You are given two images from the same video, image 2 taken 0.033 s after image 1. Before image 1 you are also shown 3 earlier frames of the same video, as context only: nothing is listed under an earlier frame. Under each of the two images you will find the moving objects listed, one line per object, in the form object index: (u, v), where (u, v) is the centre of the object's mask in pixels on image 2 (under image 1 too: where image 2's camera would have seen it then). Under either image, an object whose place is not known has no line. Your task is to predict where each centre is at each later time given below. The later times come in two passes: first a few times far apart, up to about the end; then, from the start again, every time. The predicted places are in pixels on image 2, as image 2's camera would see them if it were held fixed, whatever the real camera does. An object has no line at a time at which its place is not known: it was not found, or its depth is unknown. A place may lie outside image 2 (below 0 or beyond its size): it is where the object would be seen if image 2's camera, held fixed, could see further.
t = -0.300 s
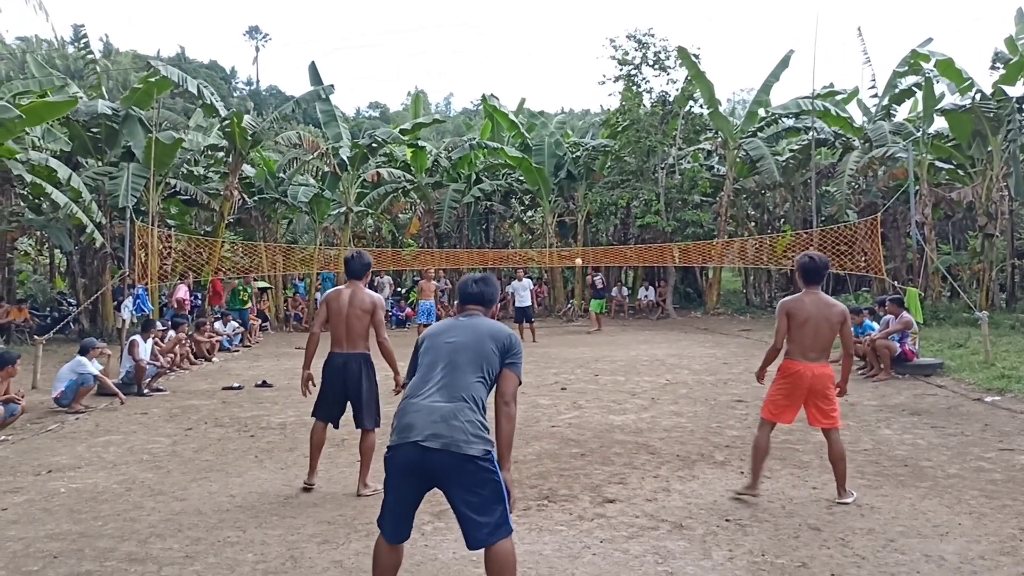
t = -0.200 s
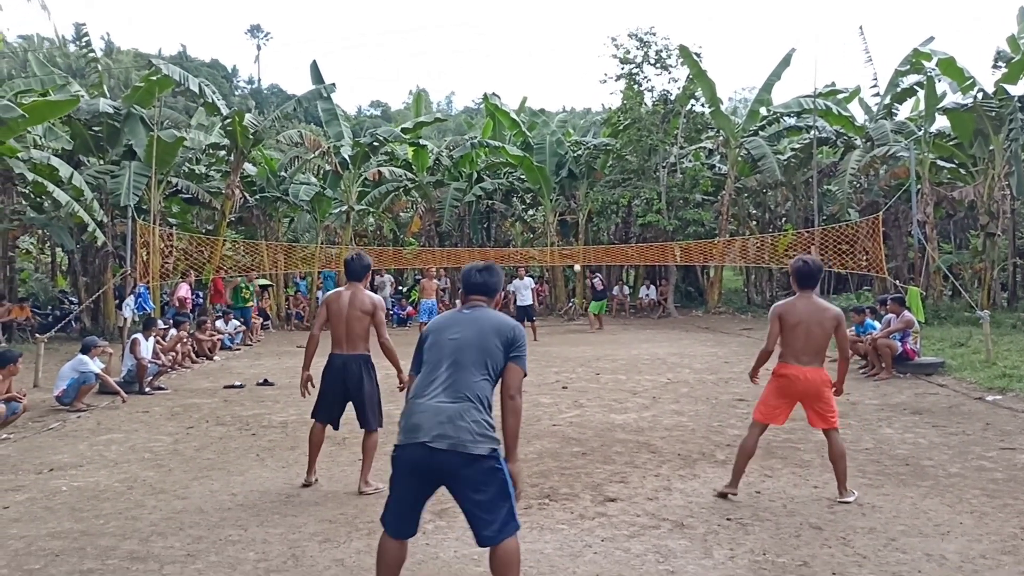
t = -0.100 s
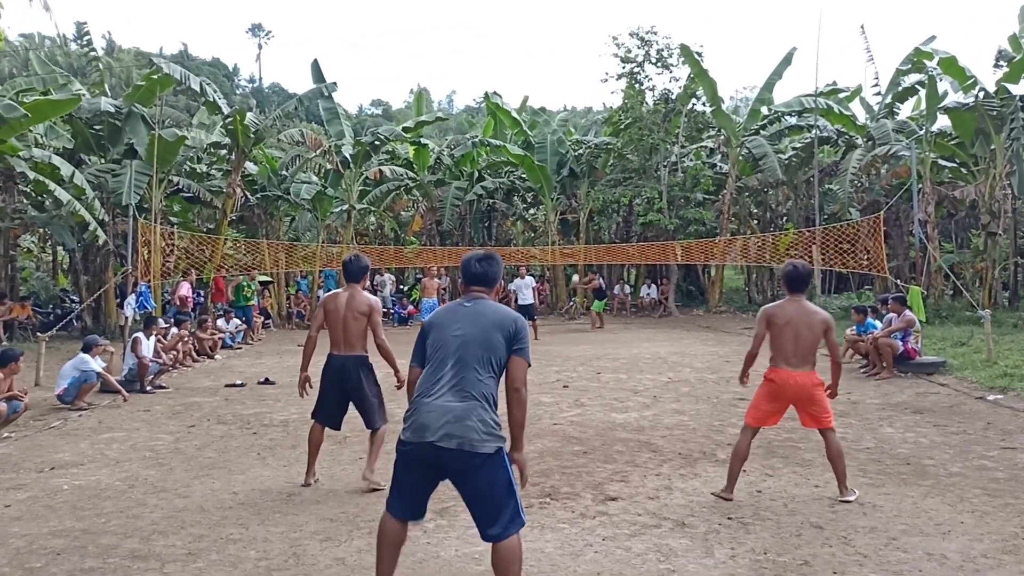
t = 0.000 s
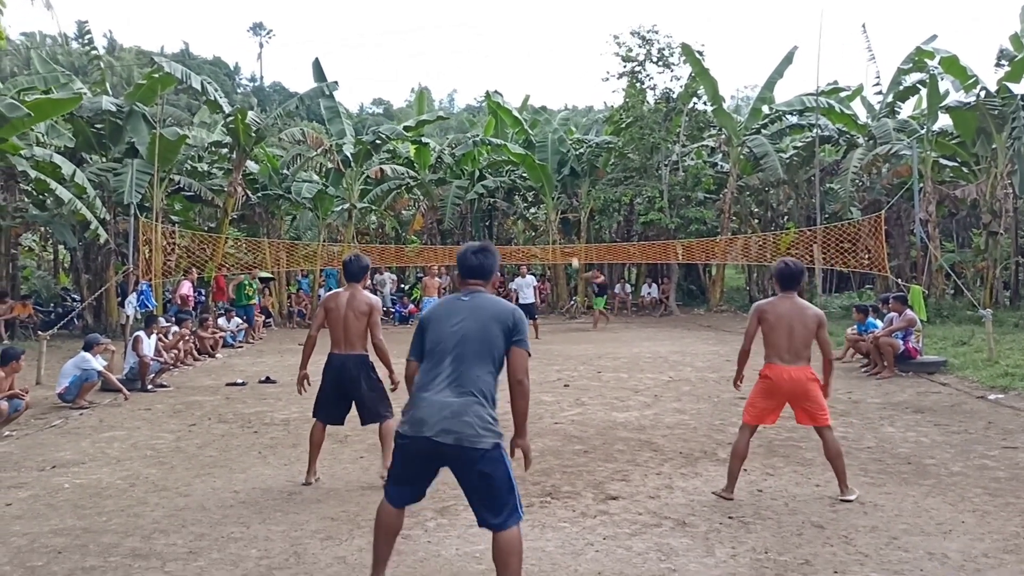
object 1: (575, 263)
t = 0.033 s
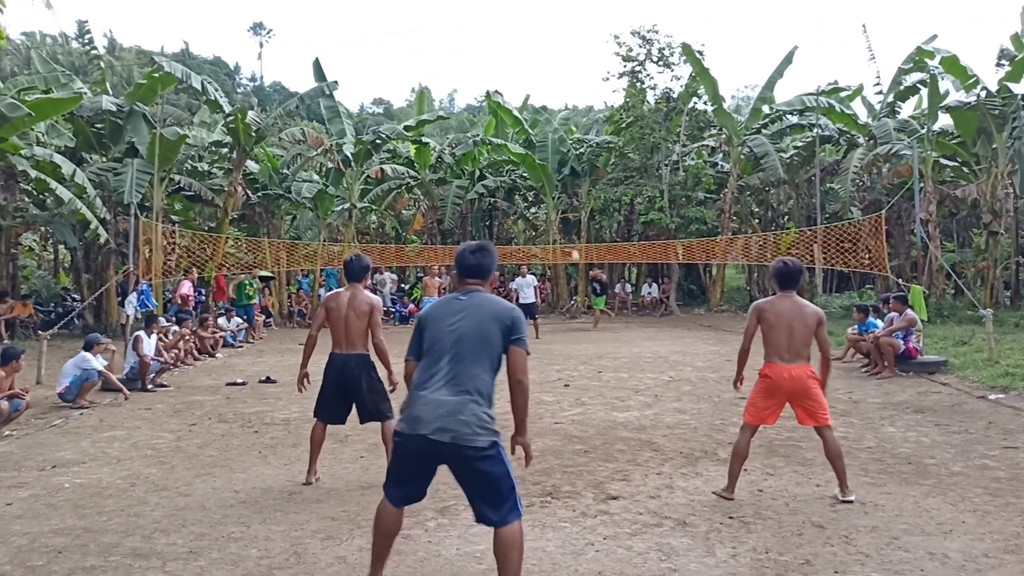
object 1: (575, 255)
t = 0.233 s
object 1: (572, 218)
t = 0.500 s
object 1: (562, 175)
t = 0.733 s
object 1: (559, 158)
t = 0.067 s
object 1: (576, 248)
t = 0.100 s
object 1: (575, 241)
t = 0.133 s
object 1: (575, 236)
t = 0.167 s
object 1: (574, 230)
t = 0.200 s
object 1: (573, 224)
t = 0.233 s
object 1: (572, 218)
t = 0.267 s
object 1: (571, 213)
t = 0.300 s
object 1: (570, 206)
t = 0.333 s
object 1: (569, 201)
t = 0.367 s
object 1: (567, 195)
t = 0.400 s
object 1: (566, 190)
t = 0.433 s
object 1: (565, 185)
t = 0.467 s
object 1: (564, 180)
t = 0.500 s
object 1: (562, 175)
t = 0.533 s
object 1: (561, 170)
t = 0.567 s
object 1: (561, 166)
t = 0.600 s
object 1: (560, 163)
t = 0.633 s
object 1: (560, 160)
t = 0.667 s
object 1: (559, 158)
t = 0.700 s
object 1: (559, 158)
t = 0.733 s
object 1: (559, 158)
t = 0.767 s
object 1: (558, 159)
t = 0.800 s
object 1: (557, 162)
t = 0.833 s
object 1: (556, 167)
